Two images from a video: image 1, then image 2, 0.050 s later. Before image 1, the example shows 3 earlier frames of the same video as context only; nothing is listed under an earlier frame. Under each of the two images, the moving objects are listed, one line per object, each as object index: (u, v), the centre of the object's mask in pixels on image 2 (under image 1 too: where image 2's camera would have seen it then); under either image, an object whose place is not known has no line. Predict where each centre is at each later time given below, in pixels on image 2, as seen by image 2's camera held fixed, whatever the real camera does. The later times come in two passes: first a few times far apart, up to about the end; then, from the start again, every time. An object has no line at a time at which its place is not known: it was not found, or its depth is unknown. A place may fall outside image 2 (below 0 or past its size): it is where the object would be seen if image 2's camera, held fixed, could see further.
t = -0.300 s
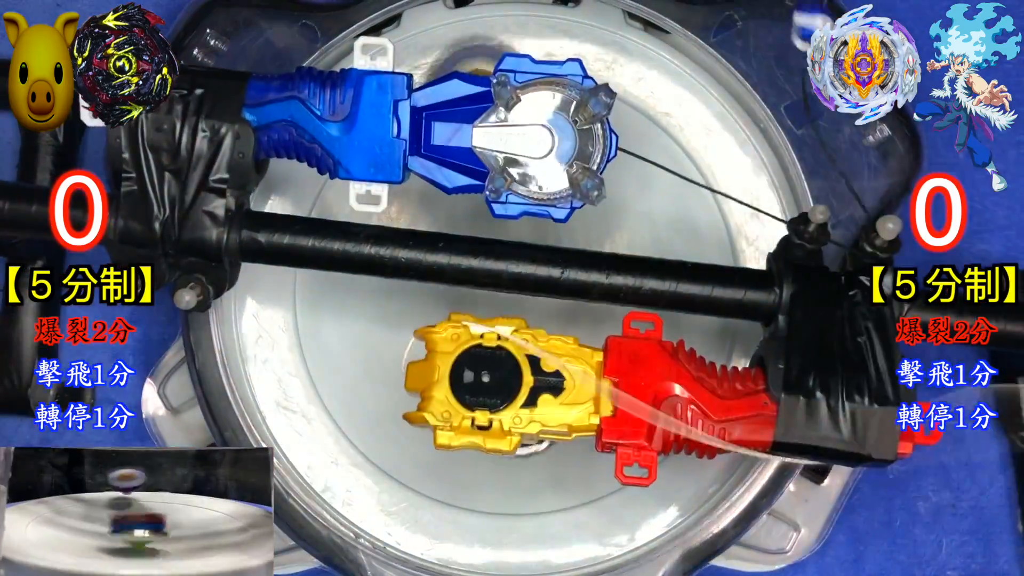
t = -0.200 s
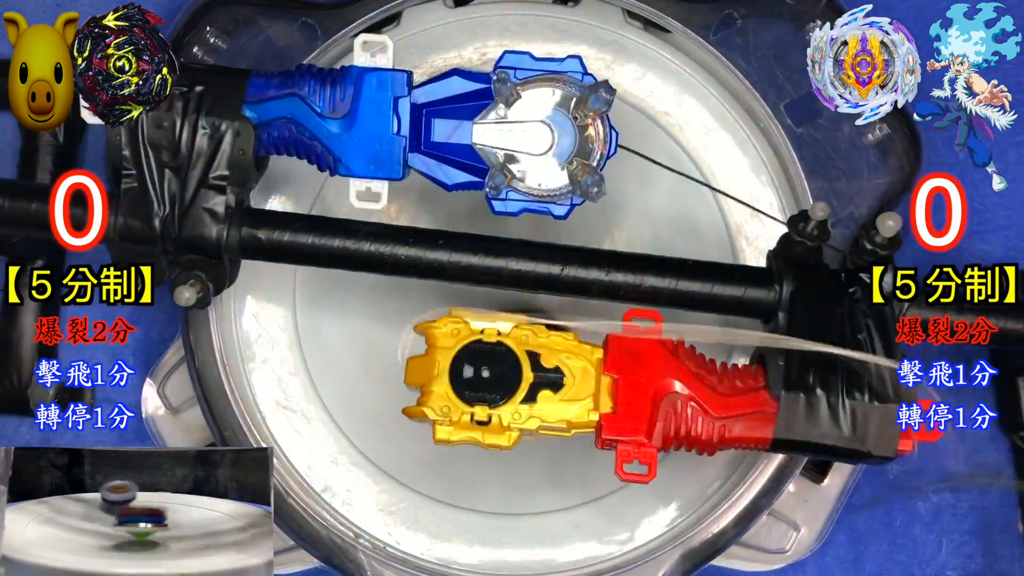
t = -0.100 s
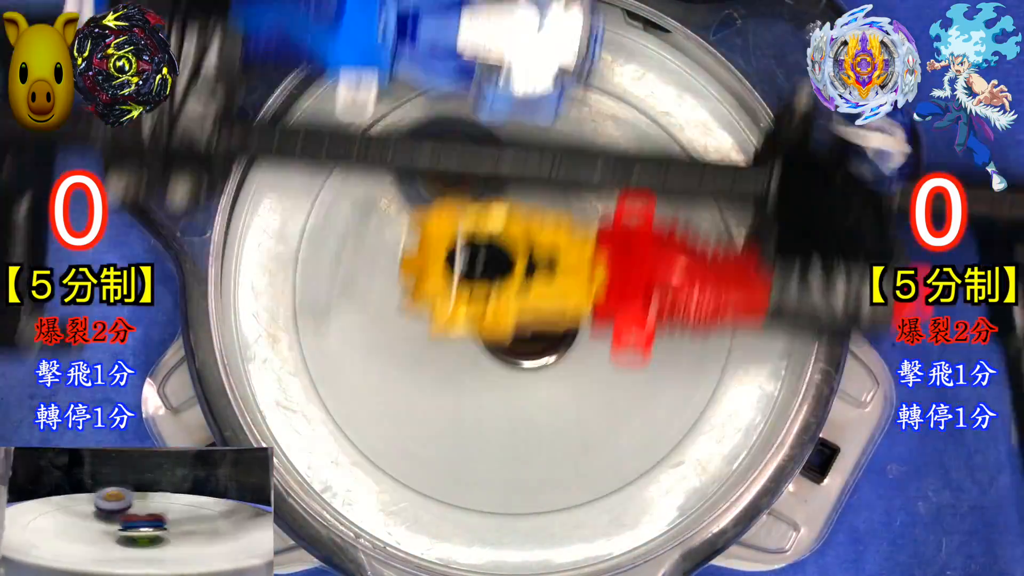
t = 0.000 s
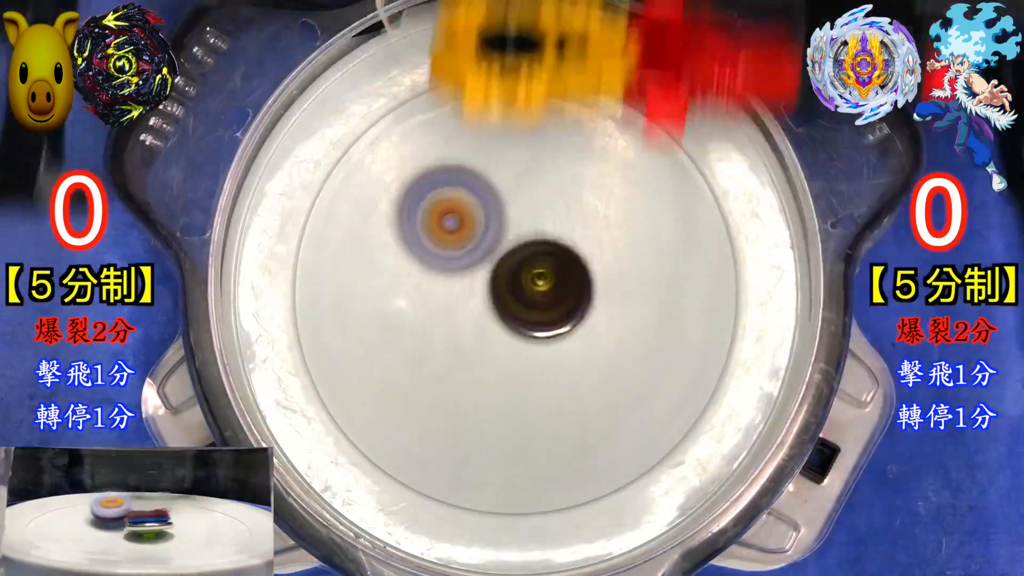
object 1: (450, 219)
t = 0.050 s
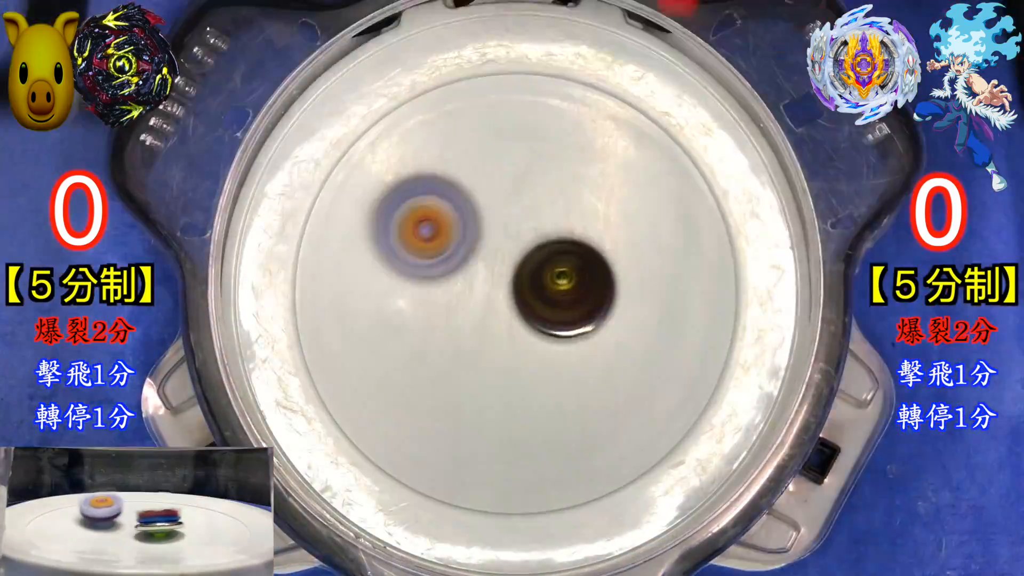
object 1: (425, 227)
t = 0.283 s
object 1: (372, 255)
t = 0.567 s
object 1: (461, 257)
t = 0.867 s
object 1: (454, 295)
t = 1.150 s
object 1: (340, 284)
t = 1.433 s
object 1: (440, 140)
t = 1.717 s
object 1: (278, 203)
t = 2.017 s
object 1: (574, 321)
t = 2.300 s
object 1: (567, 463)
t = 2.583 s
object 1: (352, 416)
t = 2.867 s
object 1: (481, 209)
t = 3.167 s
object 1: (698, 419)
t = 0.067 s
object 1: (417, 229)
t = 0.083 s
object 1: (409, 232)
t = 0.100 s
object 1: (402, 234)
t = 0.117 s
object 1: (395, 237)
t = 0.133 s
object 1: (389, 239)
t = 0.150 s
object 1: (384, 242)
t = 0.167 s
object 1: (380, 244)
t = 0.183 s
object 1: (377, 245)
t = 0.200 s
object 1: (373, 248)
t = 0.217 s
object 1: (372, 249)
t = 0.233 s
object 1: (371, 251)
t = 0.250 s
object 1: (371, 252)
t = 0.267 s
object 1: (371, 254)
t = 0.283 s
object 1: (372, 255)
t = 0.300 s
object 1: (374, 256)
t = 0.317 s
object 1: (377, 257)
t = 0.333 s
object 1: (380, 258)
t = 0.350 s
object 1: (385, 258)
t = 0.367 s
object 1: (389, 259)
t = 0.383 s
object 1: (395, 259)
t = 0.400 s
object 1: (400, 259)
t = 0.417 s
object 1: (406, 259)
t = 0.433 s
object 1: (412, 259)
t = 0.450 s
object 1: (419, 259)
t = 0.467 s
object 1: (425, 258)
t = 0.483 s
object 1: (432, 258)
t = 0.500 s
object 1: (438, 258)
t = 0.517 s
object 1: (444, 257)
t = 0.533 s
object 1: (450, 257)
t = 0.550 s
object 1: (456, 257)
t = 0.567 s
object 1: (461, 257)
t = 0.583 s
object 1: (466, 257)
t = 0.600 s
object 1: (470, 257)
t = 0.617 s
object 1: (474, 258)
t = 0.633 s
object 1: (477, 259)
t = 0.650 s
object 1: (480, 260)
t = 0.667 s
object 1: (482, 261)
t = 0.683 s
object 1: (483, 263)
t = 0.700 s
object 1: (484, 265)
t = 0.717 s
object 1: (484, 267)
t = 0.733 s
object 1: (484, 269)
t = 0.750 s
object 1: (482, 272)
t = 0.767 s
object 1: (480, 275)
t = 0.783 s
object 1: (478, 278)
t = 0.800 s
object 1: (474, 281)
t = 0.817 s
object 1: (470, 285)
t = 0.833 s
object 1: (465, 288)
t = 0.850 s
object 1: (460, 292)
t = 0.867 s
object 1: (454, 295)
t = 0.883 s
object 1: (448, 298)
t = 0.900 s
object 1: (441, 301)
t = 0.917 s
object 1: (434, 304)
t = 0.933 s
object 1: (427, 306)
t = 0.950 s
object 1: (419, 308)
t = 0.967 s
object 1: (411, 309)
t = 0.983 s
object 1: (403, 310)
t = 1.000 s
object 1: (395, 311)
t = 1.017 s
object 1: (387, 310)
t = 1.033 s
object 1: (380, 309)
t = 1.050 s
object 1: (373, 308)
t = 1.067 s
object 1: (366, 306)
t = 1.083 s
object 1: (360, 303)
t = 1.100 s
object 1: (354, 299)
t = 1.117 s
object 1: (349, 295)
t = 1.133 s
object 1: (344, 290)
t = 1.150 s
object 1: (340, 284)
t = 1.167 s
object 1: (337, 277)
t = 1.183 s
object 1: (335, 270)
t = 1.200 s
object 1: (333, 262)
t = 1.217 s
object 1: (332, 253)
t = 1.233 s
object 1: (333, 244)
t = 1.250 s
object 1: (335, 234)
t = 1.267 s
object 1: (338, 223)
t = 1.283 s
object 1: (342, 212)
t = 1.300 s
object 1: (348, 201)
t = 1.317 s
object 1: (355, 190)
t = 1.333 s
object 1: (363, 180)
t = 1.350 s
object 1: (372, 170)
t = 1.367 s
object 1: (384, 161)
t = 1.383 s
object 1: (396, 154)
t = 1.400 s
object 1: (410, 147)
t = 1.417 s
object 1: (424, 142)
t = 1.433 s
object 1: (440, 140)
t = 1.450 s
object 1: (456, 139)
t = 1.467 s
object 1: (472, 142)
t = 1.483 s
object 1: (490, 148)
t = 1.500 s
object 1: (508, 154)
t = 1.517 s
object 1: (526, 164)
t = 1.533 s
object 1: (542, 176)
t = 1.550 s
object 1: (497, 172)
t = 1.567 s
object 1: (419, 159)
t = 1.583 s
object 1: (343, 148)
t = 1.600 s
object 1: (281, 145)
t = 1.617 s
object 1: (205, 152)
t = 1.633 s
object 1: (183, 172)
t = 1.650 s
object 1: (183, 185)
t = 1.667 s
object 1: (203, 182)
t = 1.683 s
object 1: (223, 188)
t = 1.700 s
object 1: (266, 201)
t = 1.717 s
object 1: (278, 203)
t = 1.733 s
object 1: (293, 206)
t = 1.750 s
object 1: (316, 213)
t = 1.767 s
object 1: (336, 218)
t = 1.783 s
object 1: (357, 222)
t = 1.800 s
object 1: (378, 226)
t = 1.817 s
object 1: (397, 231)
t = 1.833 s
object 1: (417, 236)
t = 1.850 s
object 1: (435, 241)
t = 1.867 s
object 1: (454, 247)
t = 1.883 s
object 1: (471, 253)
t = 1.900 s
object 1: (487, 260)
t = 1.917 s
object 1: (501, 268)
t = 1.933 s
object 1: (516, 276)
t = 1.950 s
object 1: (530, 285)
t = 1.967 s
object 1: (541, 293)
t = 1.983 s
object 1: (553, 302)
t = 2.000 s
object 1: (563, 312)
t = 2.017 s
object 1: (574, 321)
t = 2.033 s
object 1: (582, 332)
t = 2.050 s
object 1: (591, 341)
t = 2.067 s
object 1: (597, 351)
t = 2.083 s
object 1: (603, 361)
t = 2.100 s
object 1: (608, 371)
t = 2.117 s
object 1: (610, 381)
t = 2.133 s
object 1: (613, 391)
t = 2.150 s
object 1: (613, 400)
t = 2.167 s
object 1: (613, 409)
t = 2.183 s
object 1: (612, 418)
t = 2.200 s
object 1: (609, 427)
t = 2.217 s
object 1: (605, 434)
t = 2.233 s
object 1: (600, 441)
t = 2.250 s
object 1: (593, 448)
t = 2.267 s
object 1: (586, 453)
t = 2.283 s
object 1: (577, 459)
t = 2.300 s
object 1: (567, 463)
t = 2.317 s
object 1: (557, 467)
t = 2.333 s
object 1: (546, 470)
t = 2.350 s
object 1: (534, 473)
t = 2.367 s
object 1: (521, 474)
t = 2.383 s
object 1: (508, 476)
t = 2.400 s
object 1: (494, 476)
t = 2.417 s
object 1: (481, 475)
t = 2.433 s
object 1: (466, 474)
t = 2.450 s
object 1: (452, 472)
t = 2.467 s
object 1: (436, 471)
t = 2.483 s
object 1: (421, 468)
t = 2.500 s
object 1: (407, 466)
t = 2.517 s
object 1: (391, 463)
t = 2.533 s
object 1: (377, 457)
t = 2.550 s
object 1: (367, 443)
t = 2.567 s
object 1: (360, 429)
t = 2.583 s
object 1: (352, 416)
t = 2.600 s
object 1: (345, 402)
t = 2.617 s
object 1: (337, 388)
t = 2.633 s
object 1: (332, 372)
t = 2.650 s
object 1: (329, 357)
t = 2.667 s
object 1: (327, 341)
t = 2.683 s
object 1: (328, 324)
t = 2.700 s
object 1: (332, 307)
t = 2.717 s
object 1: (337, 292)
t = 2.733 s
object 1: (346, 276)
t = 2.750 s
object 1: (358, 262)
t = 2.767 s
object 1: (370, 248)
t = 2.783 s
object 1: (385, 237)
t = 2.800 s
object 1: (402, 228)
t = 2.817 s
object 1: (421, 220)
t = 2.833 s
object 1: (440, 214)
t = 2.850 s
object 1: (462, 210)
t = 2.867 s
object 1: (481, 209)
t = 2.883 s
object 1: (504, 209)
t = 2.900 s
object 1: (526, 212)
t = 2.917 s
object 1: (548, 217)
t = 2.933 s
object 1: (567, 222)
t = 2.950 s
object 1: (587, 230)
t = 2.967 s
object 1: (607, 240)
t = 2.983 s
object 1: (623, 250)
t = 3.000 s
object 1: (641, 262)
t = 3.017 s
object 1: (655, 275)
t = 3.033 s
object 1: (668, 289)
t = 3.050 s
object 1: (680, 303)
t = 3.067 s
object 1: (690, 320)
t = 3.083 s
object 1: (698, 337)
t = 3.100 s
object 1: (704, 354)
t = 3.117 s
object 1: (708, 371)
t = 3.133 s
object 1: (710, 389)
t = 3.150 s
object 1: (709, 407)
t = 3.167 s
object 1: (698, 419)
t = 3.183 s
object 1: (686, 429)
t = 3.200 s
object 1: (672, 440)
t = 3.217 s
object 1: (660, 452)
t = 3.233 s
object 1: (647, 462)
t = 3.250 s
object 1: (634, 471)
